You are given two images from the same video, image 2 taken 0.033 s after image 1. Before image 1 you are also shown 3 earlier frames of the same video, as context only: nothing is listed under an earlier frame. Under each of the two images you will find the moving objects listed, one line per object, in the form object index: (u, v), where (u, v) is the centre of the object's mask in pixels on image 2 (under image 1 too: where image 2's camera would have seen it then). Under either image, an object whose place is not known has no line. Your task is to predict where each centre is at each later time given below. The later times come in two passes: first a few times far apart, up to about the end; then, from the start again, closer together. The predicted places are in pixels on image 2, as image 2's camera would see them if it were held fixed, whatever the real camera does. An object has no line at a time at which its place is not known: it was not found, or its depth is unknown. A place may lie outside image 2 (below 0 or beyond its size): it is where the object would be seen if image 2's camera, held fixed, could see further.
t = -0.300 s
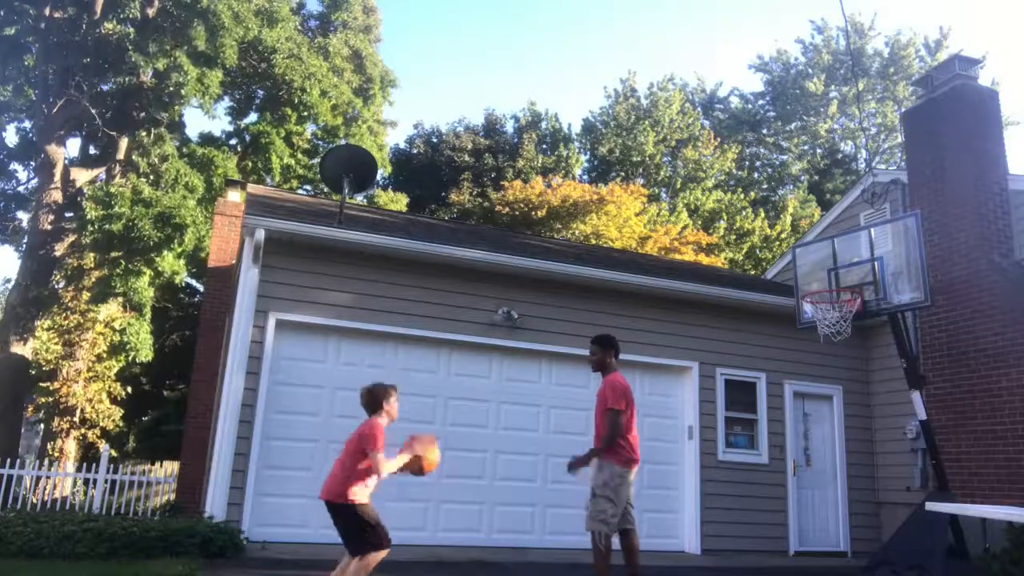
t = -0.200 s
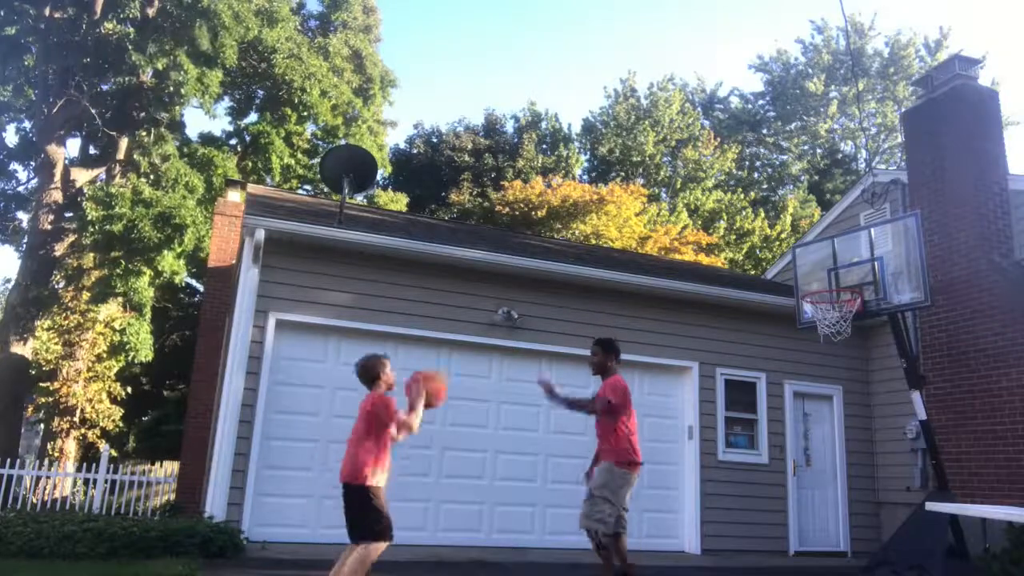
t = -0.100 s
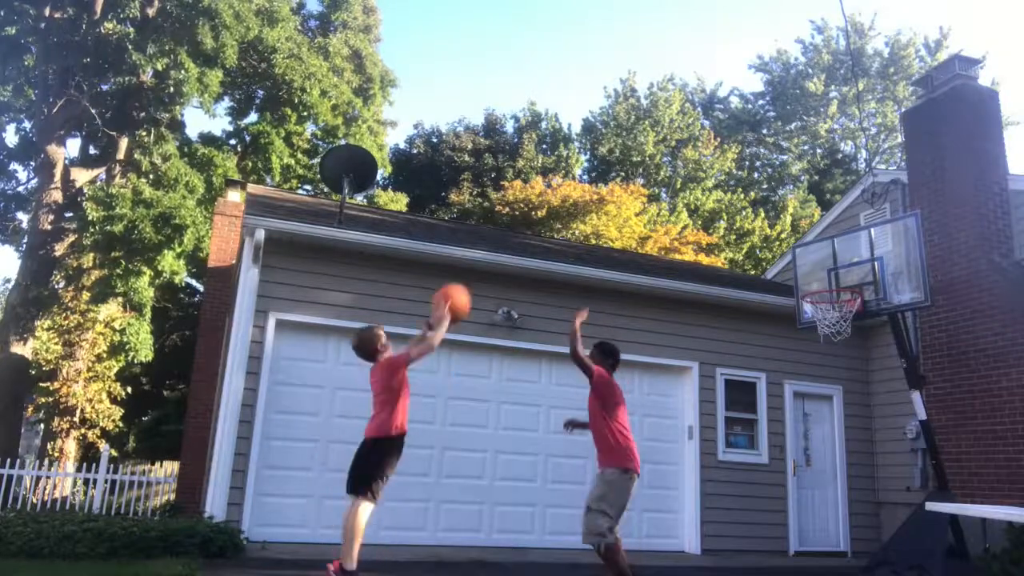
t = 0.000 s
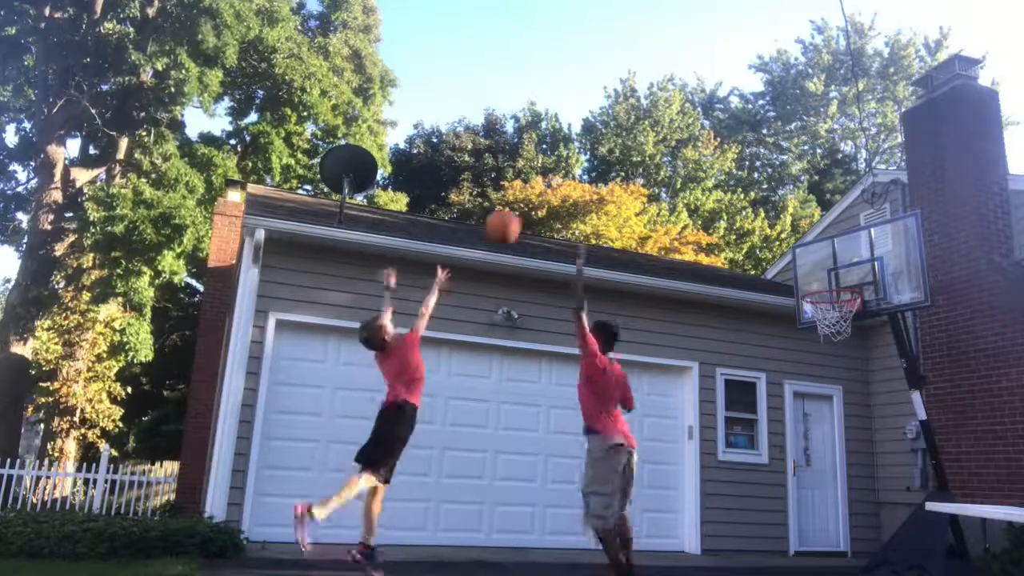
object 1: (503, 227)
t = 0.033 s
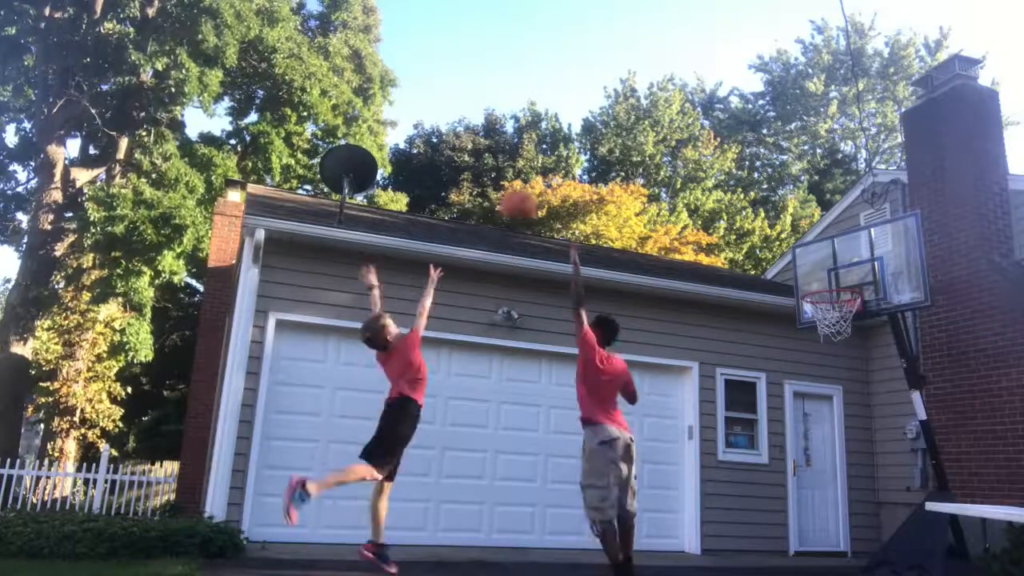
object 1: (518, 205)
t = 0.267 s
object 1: (613, 121)
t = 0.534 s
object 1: (703, 115)
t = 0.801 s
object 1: (781, 181)
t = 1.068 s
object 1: (844, 271)
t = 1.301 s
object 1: (832, 196)
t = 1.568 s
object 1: (829, 180)
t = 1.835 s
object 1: (832, 238)
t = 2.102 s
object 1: (830, 318)
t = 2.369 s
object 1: (829, 346)
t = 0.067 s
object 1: (534, 188)
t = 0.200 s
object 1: (588, 136)
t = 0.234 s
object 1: (601, 128)
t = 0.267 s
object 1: (613, 121)
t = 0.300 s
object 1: (627, 115)
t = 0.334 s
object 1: (637, 112)
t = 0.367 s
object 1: (650, 110)
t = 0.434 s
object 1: (671, 108)
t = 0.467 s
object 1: (682, 110)
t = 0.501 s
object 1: (691, 113)
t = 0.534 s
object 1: (703, 115)
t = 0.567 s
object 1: (713, 119)
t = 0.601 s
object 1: (723, 126)
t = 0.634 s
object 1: (730, 131)
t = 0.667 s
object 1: (742, 140)
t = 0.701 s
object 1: (753, 148)
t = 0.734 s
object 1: (763, 158)
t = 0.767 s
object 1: (772, 173)
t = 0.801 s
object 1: (781, 181)
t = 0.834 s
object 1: (791, 194)
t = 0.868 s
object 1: (799, 210)
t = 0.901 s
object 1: (809, 226)
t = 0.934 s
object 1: (819, 242)
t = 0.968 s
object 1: (828, 258)
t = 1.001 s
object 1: (837, 276)
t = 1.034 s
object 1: (844, 286)
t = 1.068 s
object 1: (844, 271)
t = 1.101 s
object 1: (841, 256)
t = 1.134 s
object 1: (839, 243)
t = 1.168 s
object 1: (839, 232)
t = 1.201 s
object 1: (837, 221)
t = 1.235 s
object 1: (835, 211)
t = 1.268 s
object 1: (834, 204)
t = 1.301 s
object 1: (832, 196)
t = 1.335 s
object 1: (831, 192)
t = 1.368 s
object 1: (831, 187)
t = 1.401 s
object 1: (831, 181)
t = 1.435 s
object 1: (830, 180)
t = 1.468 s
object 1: (830, 179)
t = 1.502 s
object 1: (830, 179)
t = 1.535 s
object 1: (830, 179)
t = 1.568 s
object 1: (829, 180)
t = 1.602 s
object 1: (829, 182)
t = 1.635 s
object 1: (828, 186)
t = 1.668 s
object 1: (829, 194)
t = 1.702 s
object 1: (830, 198)
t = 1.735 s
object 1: (830, 208)
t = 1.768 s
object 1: (830, 217)
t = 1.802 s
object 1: (830, 227)
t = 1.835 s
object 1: (832, 238)
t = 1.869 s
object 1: (831, 251)
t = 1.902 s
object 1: (832, 264)
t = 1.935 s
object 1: (833, 279)
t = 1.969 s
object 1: (833, 294)
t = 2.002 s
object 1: (831, 300)
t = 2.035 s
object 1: (830, 304)
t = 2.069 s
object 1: (830, 312)
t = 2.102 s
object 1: (830, 318)
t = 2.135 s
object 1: (829, 322)
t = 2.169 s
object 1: (830, 324)
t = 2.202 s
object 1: (828, 325)
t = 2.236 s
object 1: (828, 325)
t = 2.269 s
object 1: (829, 333)
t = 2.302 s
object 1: (829, 337)
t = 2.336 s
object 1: (830, 339)
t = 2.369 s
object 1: (829, 346)
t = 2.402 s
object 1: (830, 356)
